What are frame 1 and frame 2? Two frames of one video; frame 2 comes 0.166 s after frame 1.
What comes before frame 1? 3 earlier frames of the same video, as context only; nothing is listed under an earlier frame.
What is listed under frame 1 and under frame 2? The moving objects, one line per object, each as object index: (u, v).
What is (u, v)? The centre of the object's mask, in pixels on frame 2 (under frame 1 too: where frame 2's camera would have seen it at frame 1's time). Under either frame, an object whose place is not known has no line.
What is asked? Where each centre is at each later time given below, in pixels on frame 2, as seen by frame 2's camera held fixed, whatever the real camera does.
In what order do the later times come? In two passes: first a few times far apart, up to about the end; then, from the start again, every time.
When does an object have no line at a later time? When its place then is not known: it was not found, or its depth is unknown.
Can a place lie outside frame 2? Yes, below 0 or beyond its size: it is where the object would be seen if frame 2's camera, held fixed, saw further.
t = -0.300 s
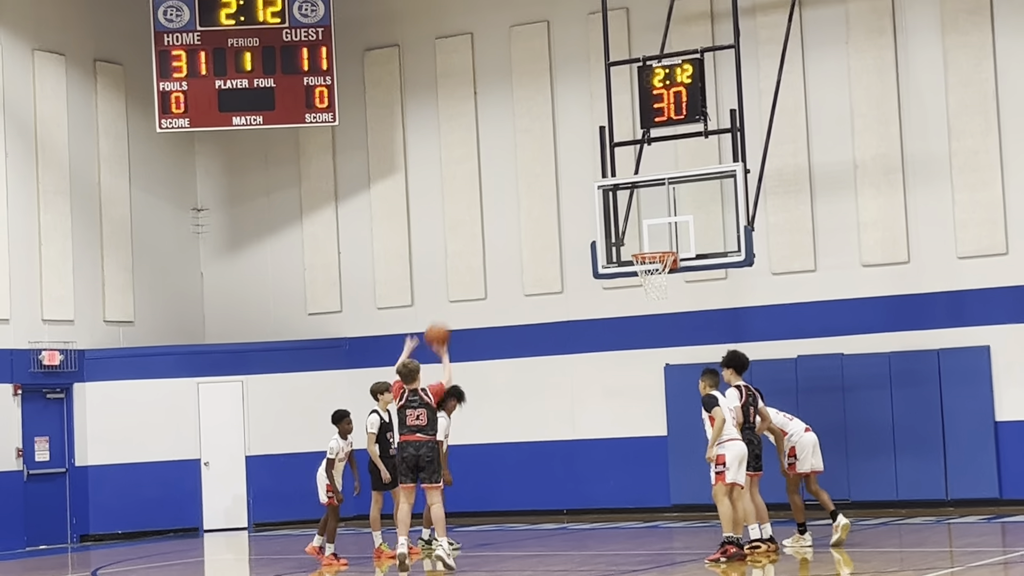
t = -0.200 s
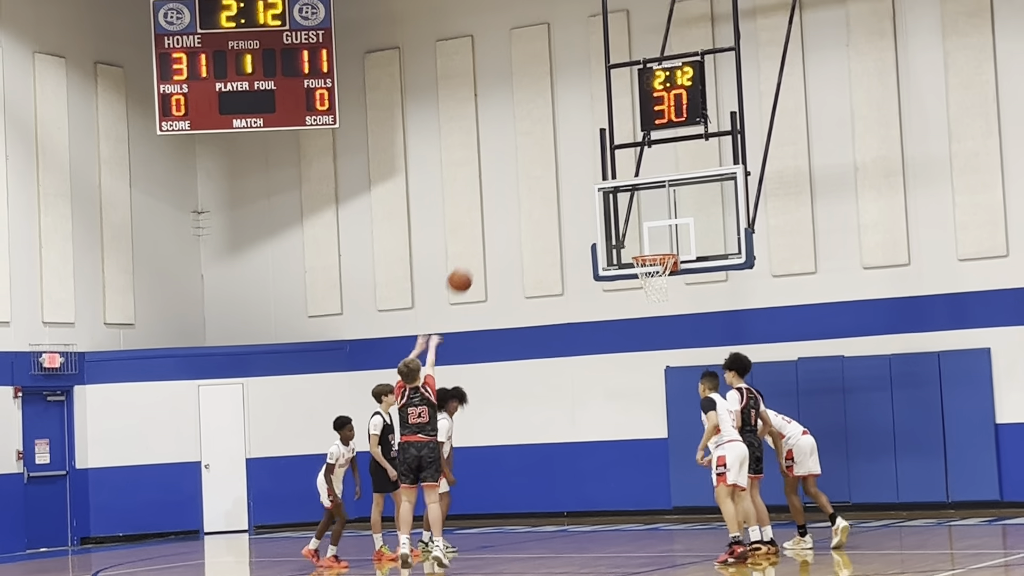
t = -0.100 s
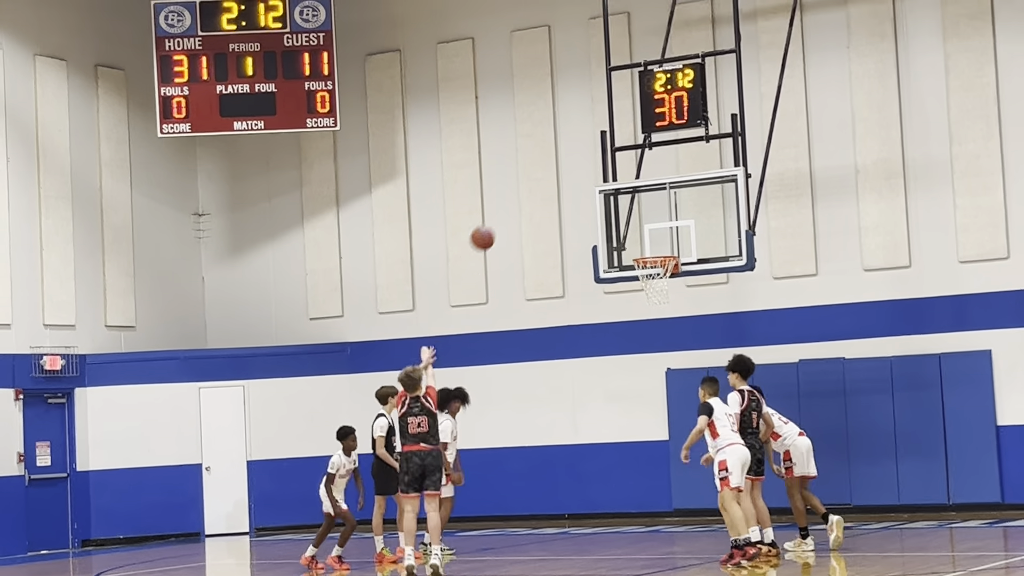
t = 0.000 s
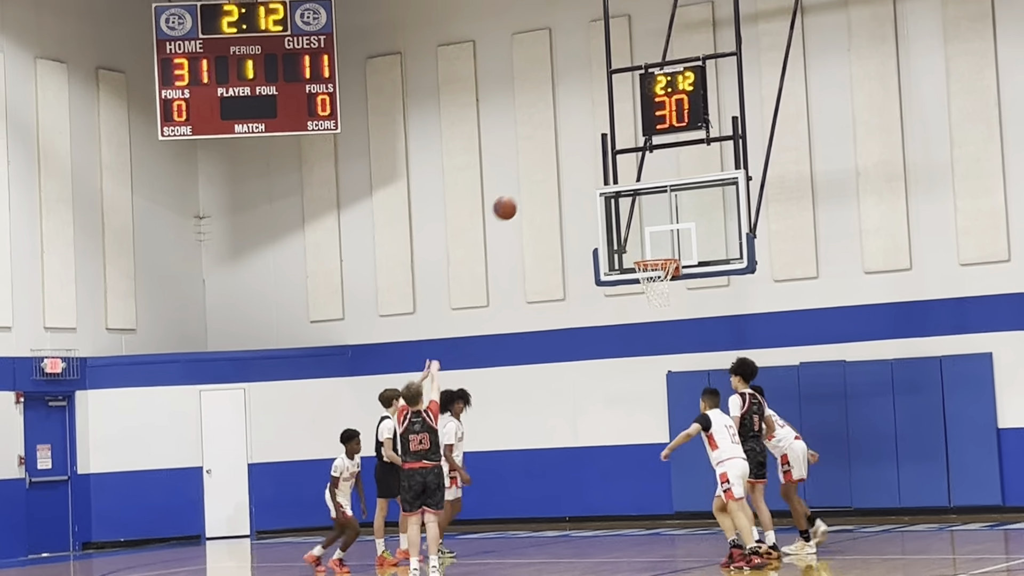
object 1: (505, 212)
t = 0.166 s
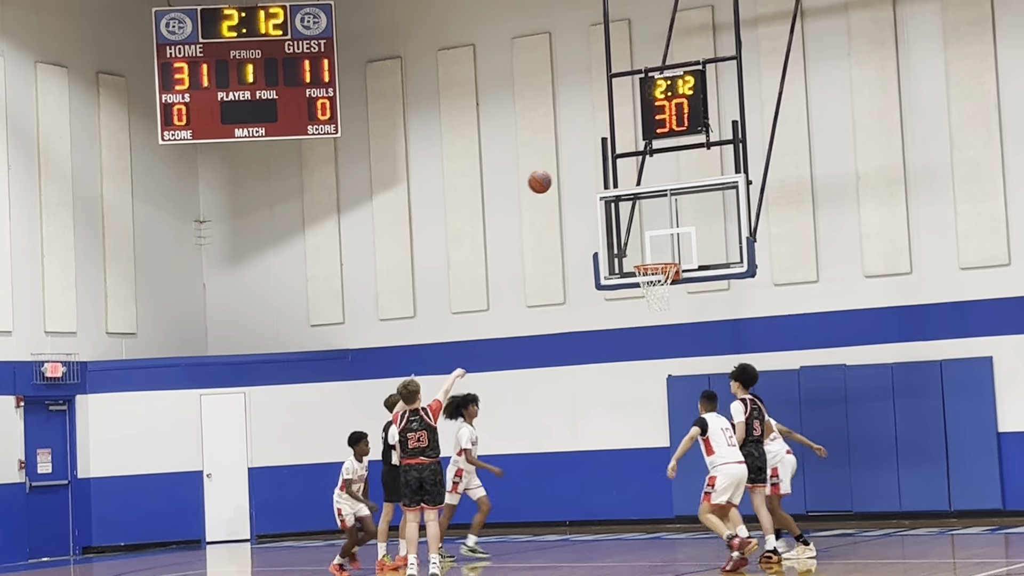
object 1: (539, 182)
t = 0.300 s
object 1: (567, 177)
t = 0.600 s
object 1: (627, 227)
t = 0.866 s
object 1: (657, 240)
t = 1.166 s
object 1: (661, 257)
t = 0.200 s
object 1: (547, 179)
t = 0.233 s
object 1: (553, 177)
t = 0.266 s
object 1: (560, 177)
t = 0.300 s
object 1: (567, 177)
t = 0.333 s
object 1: (574, 179)
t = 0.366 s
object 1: (580, 181)
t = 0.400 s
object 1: (587, 185)
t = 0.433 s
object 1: (594, 189)
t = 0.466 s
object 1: (601, 195)
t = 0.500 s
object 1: (607, 202)
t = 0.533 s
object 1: (614, 209)
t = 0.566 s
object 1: (620, 218)
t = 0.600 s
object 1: (627, 227)
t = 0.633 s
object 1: (634, 237)
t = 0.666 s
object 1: (641, 248)
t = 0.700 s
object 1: (645, 253)
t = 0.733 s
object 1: (647, 249)
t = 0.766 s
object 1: (650, 245)
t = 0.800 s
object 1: (652, 242)
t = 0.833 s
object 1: (654, 241)
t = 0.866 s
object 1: (657, 240)
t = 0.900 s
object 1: (659, 241)
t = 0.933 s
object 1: (662, 243)
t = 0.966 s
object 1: (664, 245)
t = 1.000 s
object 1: (667, 249)
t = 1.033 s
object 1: (667, 250)
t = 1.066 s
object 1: (666, 251)
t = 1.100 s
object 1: (664, 253)
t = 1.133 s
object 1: (663, 255)
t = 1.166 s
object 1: (661, 257)
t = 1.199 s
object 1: (660, 259)
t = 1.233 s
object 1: (655, 275)
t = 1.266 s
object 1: (656, 283)
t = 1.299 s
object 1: (655, 288)
